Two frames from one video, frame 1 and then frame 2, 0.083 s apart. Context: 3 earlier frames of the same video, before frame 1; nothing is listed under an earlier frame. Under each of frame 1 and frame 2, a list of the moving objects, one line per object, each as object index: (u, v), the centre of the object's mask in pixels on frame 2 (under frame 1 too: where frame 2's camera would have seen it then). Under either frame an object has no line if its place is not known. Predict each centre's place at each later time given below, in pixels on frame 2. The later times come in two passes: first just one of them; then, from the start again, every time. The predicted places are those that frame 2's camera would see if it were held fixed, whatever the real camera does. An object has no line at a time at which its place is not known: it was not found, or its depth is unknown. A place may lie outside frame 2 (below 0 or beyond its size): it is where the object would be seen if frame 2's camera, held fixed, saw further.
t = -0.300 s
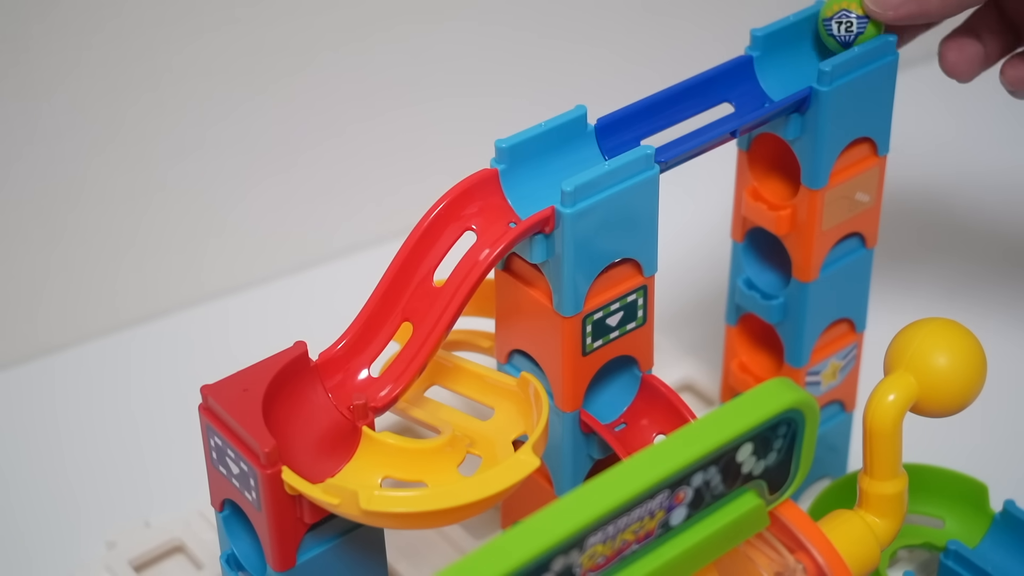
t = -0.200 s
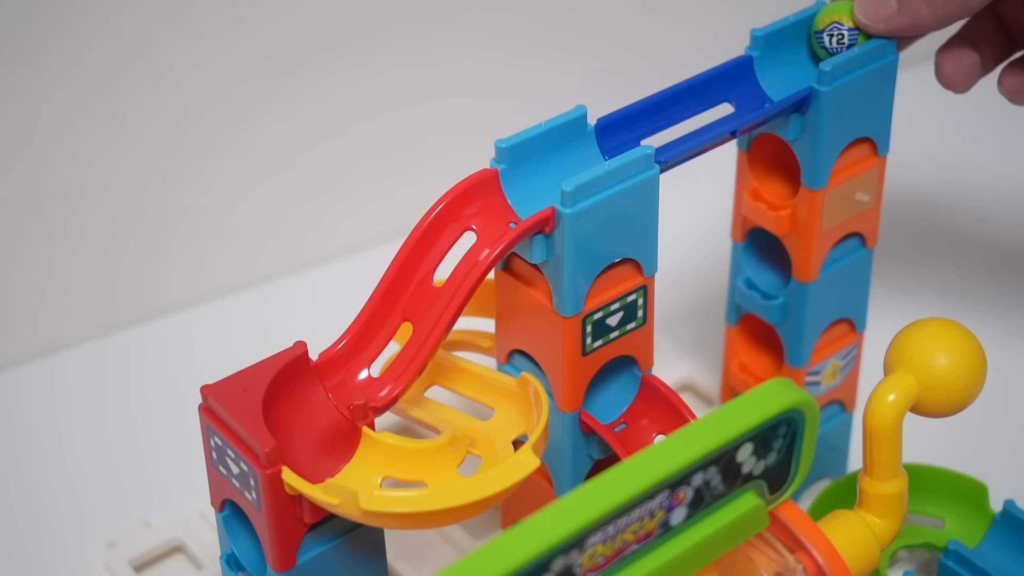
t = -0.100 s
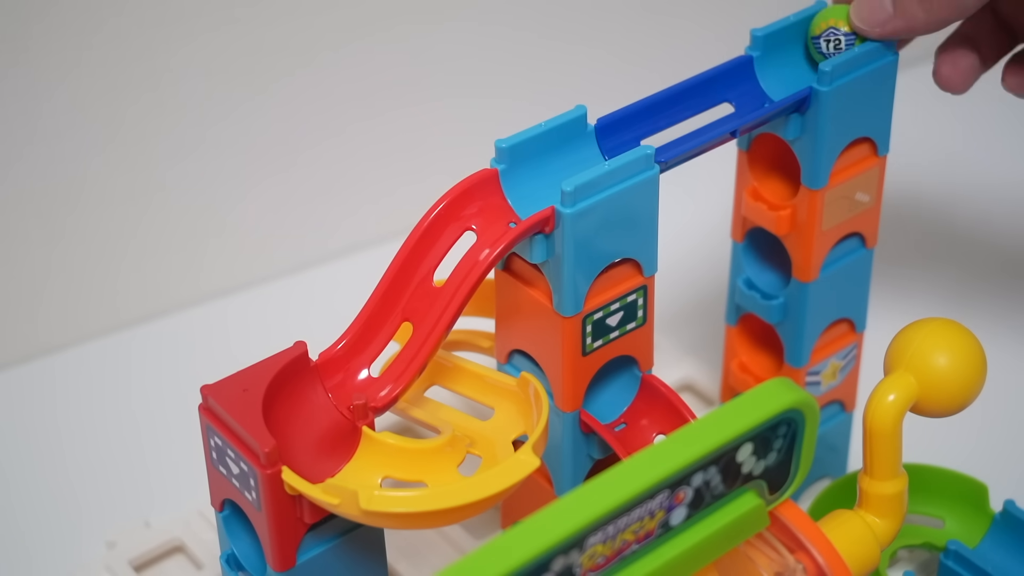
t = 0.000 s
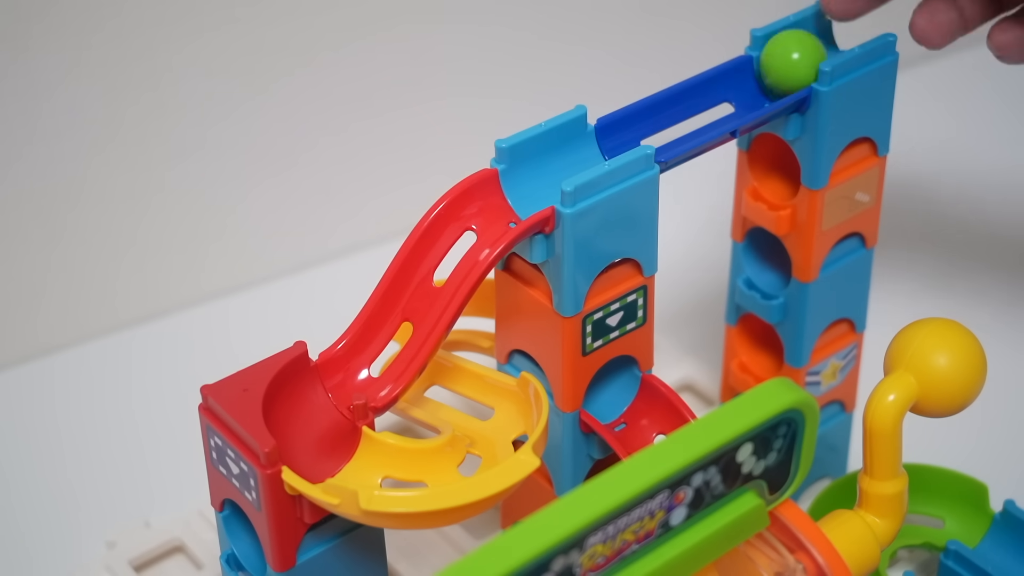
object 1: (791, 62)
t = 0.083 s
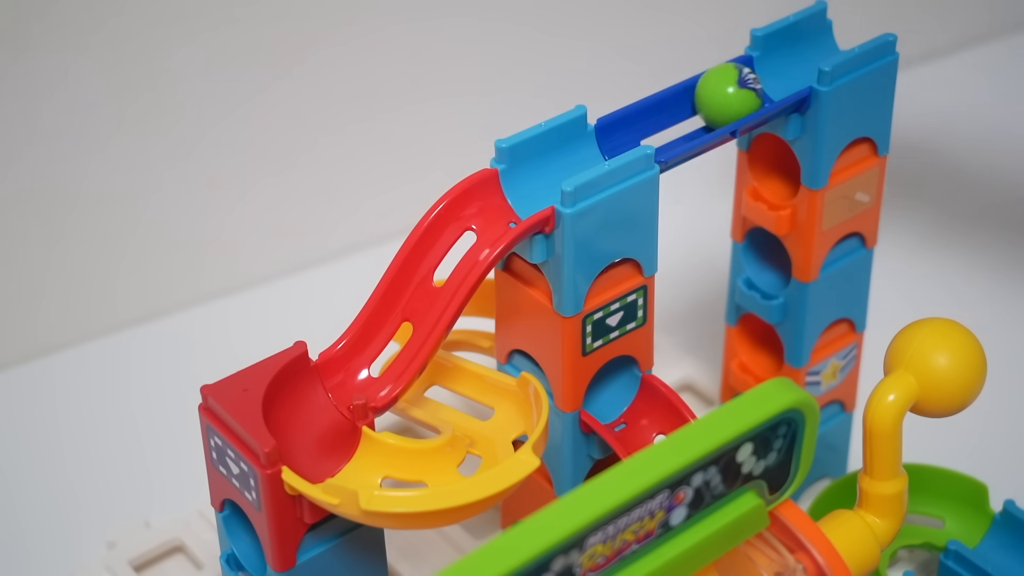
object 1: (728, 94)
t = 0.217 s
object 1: (620, 135)
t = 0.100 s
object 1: (714, 100)
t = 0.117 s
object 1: (701, 106)
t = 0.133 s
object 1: (689, 112)
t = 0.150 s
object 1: (676, 118)
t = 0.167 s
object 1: (664, 122)
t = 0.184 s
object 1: (651, 126)
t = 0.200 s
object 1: (635, 130)
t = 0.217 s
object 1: (620, 135)
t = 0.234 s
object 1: (605, 141)
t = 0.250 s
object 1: (590, 147)
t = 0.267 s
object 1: (577, 155)
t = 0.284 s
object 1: (562, 163)
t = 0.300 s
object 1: (548, 172)
